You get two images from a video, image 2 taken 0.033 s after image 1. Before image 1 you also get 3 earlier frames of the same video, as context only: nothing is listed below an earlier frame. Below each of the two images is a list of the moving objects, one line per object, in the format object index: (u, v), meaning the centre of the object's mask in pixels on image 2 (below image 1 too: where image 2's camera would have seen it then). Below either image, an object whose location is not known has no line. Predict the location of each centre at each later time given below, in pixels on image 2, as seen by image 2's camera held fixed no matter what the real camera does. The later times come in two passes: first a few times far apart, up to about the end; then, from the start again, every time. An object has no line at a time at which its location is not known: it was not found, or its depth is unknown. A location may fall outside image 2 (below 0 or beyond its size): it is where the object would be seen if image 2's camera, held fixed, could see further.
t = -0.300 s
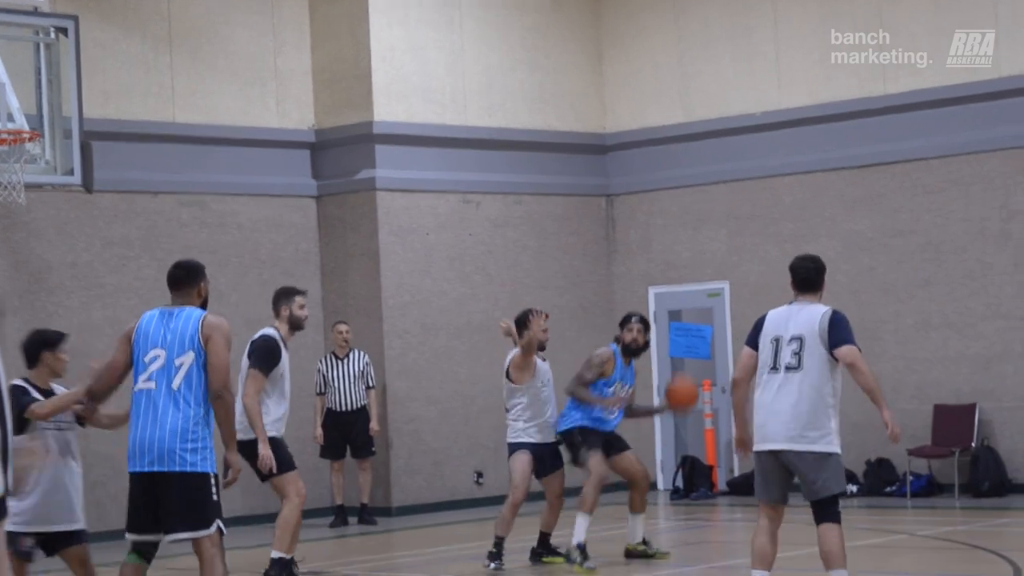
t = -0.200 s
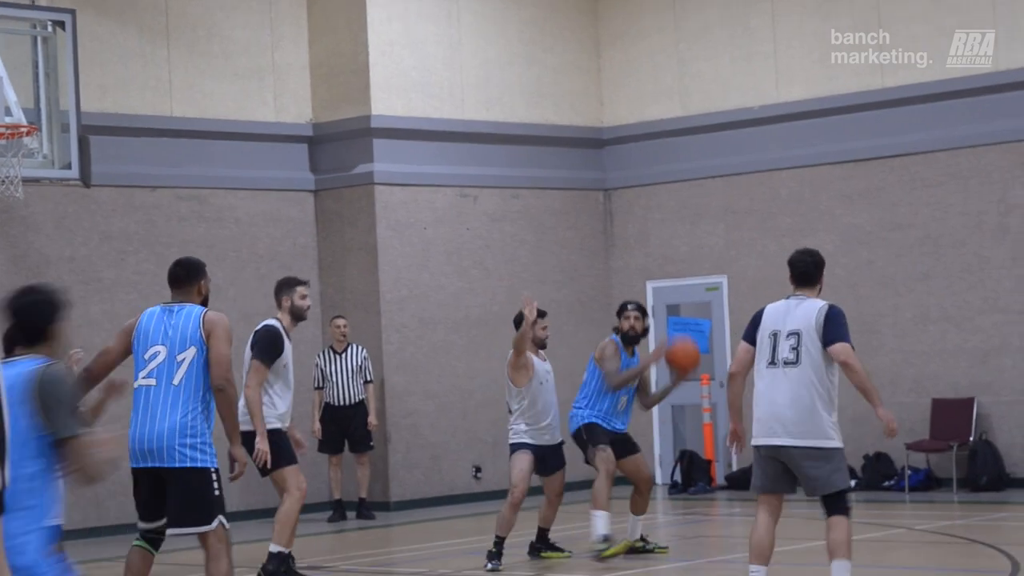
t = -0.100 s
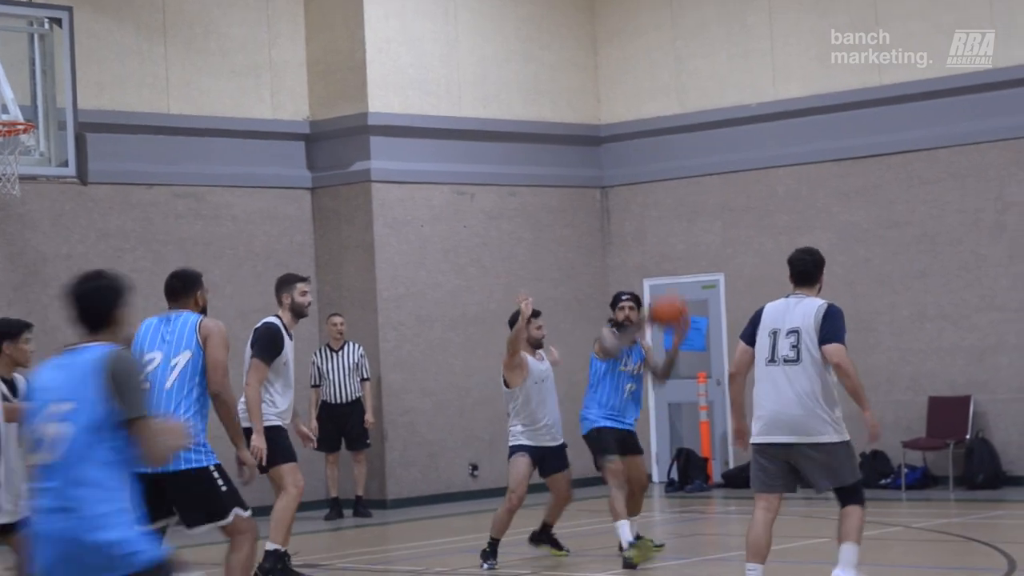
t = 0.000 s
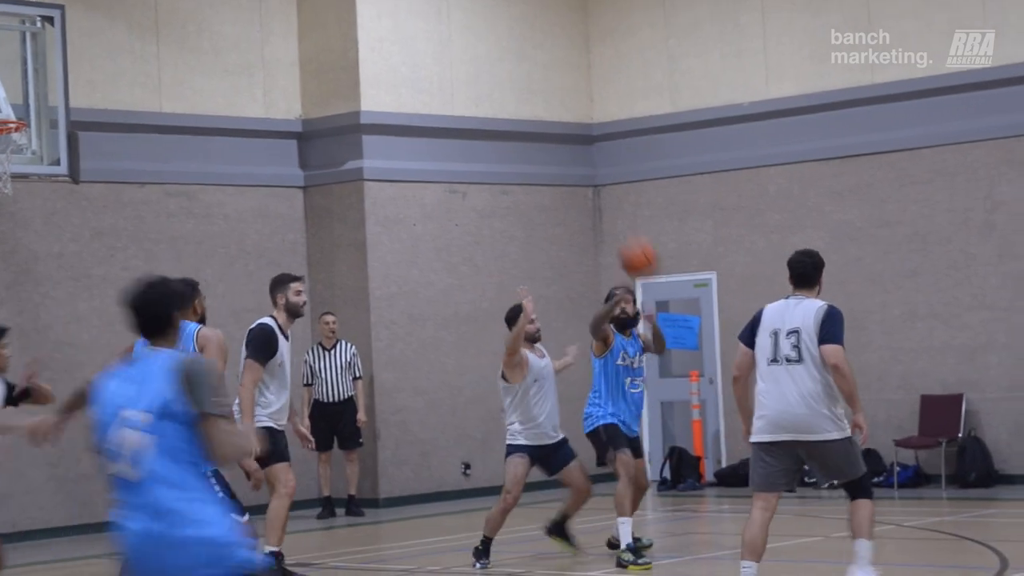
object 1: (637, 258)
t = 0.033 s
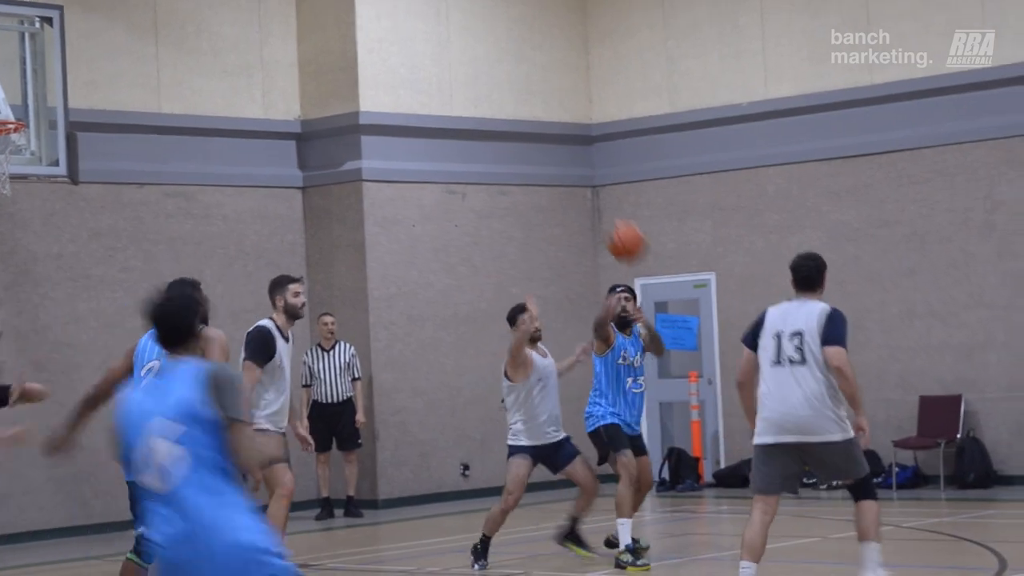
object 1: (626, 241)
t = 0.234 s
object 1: (547, 160)
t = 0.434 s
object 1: (443, 139)
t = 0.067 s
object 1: (613, 224)
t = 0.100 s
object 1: (602, 209)
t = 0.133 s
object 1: (588, 194)
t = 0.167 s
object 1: (576, 182)
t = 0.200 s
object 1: (562, 171)
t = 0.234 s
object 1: (547, 160)
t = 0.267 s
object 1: (532, 153)
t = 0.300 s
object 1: (516, 146)
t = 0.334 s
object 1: (500, 142)
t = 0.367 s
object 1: (482, 139)
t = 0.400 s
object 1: (463, 138)
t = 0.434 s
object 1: (443, 139)
